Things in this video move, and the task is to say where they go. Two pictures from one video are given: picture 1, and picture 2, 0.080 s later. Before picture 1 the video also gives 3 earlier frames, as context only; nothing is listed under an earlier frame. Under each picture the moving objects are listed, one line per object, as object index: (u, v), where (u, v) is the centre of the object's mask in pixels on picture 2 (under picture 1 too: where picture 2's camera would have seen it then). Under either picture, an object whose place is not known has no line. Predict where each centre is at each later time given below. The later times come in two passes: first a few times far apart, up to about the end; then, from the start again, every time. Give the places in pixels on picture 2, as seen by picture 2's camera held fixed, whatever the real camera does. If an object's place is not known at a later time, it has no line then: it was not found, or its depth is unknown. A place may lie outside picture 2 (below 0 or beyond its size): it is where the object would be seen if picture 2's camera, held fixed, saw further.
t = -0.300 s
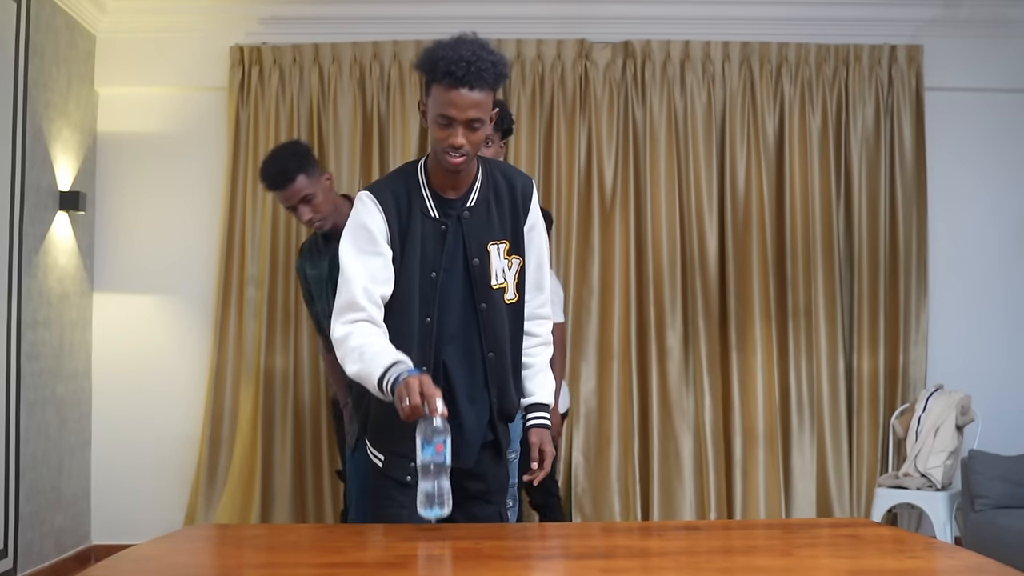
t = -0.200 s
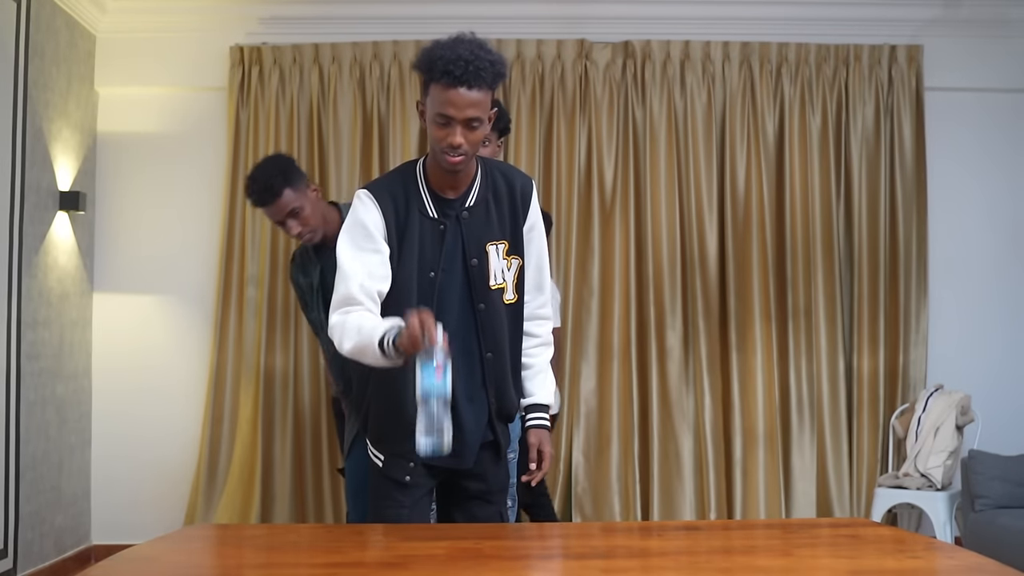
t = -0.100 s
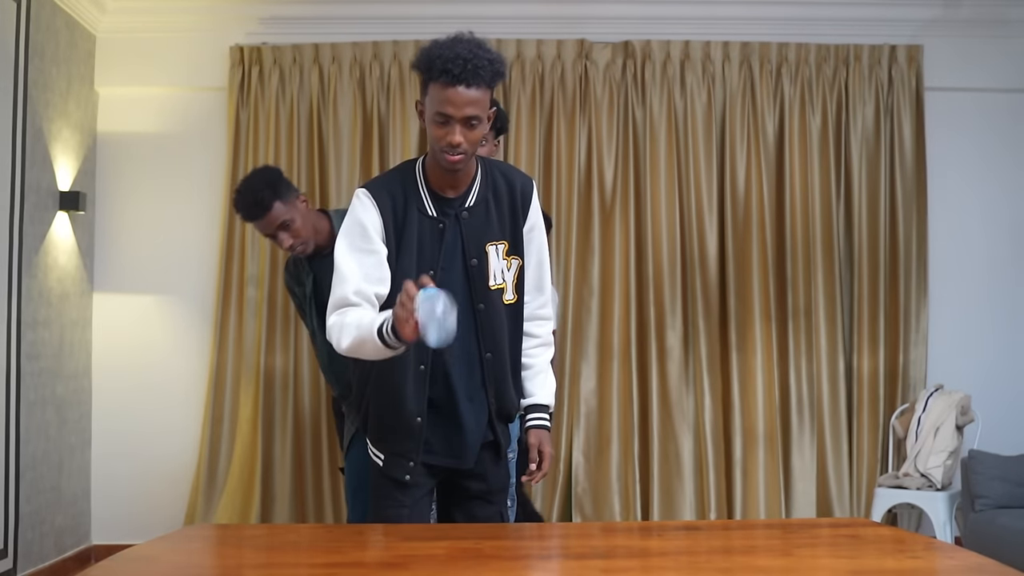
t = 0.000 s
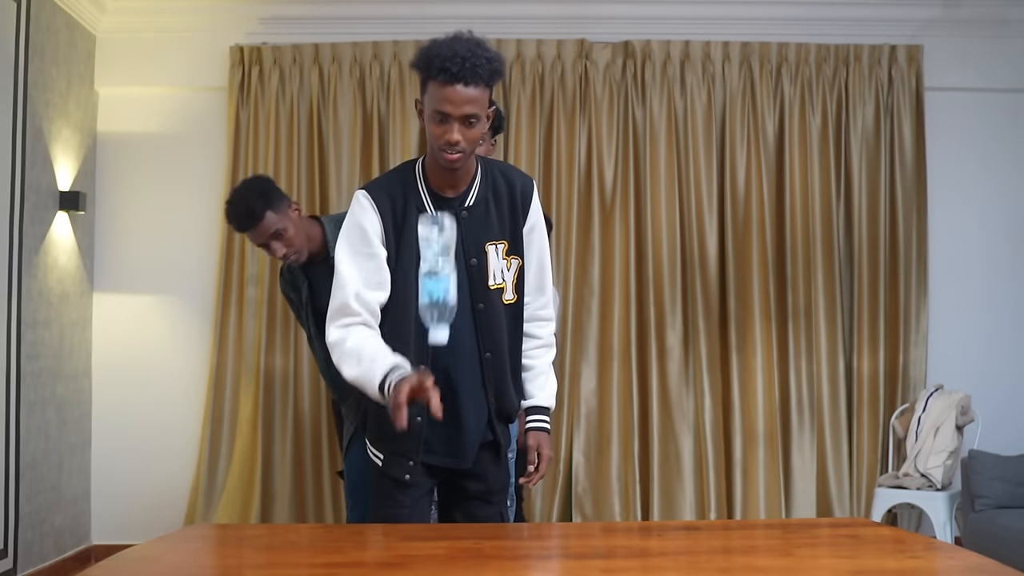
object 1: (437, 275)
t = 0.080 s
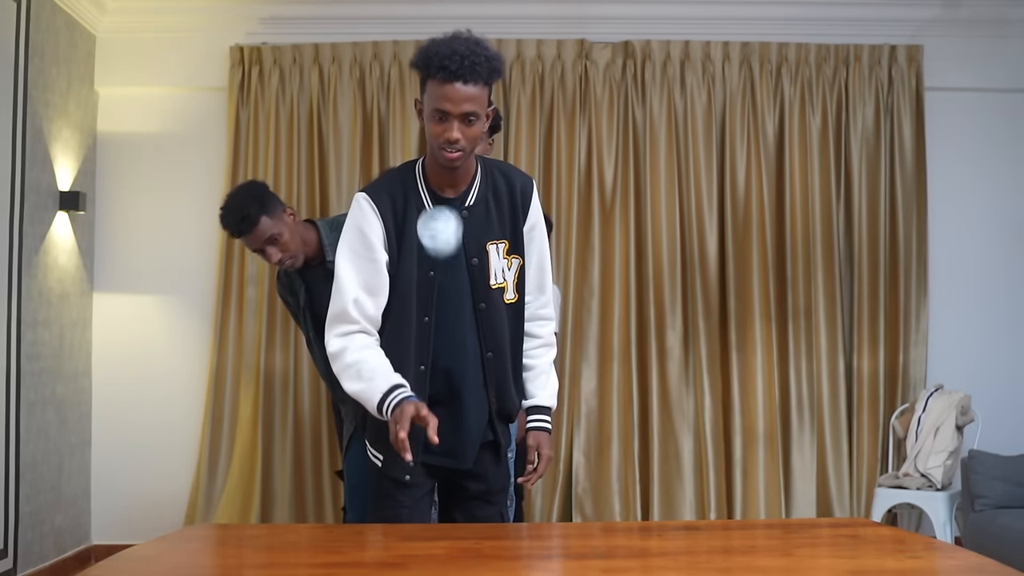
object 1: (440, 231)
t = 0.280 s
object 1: (440, 337)
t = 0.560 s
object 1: (442, 534)
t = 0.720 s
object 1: (446, 534)
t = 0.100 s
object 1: (440, 226)
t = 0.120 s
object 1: (440, 227)
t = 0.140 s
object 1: (440, 231)
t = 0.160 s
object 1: (440, 238)
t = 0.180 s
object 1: (440, 248)
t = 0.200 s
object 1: (440, 260)
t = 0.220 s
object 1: (440, 275)
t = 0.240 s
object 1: (440, 293)
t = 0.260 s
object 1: (440, 314)
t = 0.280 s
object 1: (440, 337)
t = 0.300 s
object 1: (440, 362)
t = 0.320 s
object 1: (440, 394)
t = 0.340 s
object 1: (441, 426)
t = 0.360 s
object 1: (441, 461)
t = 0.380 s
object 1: (441, 493)
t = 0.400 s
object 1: (442, 505)
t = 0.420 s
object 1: (441, 509)
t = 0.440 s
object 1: (440, 517)
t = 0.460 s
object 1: (440, 527)
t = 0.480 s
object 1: (441, 535)
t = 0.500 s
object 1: (441, 533)
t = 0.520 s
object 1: (441, 533)
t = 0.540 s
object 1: (441, 534)
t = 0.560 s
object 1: (442, 534)
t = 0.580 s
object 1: (443, 534)
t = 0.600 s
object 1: (444, 534)
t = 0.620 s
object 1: (445, 534)
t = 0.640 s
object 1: (445, 534)
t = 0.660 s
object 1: (445, 534)
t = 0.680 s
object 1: (446, 534)
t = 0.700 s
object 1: (446, 534)
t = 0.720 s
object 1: (446, 534)
